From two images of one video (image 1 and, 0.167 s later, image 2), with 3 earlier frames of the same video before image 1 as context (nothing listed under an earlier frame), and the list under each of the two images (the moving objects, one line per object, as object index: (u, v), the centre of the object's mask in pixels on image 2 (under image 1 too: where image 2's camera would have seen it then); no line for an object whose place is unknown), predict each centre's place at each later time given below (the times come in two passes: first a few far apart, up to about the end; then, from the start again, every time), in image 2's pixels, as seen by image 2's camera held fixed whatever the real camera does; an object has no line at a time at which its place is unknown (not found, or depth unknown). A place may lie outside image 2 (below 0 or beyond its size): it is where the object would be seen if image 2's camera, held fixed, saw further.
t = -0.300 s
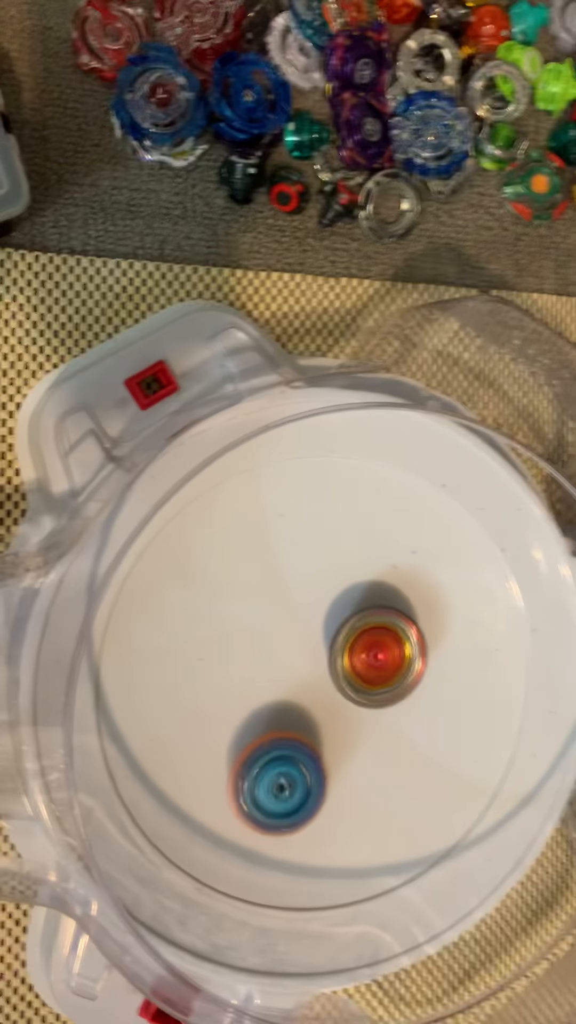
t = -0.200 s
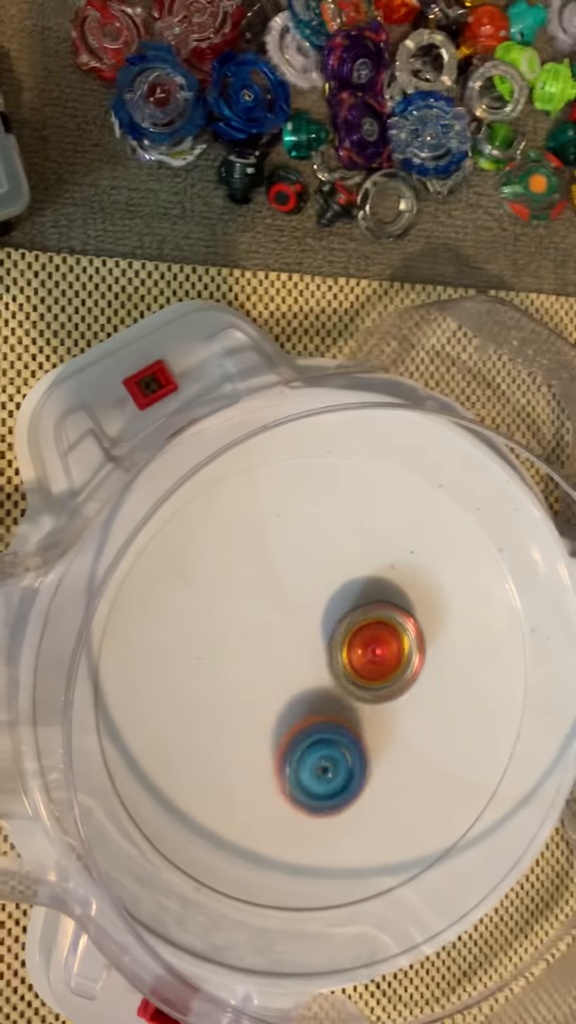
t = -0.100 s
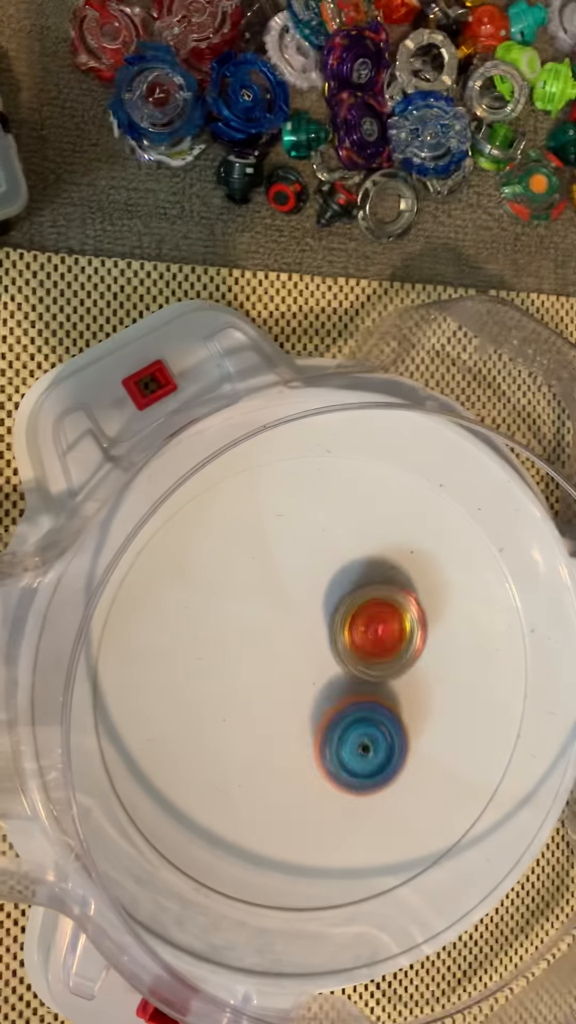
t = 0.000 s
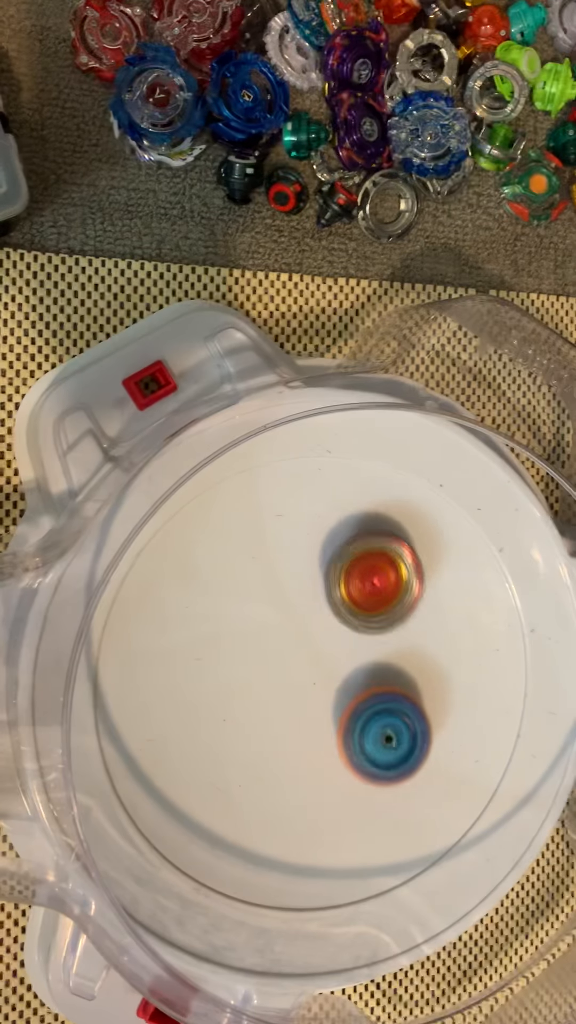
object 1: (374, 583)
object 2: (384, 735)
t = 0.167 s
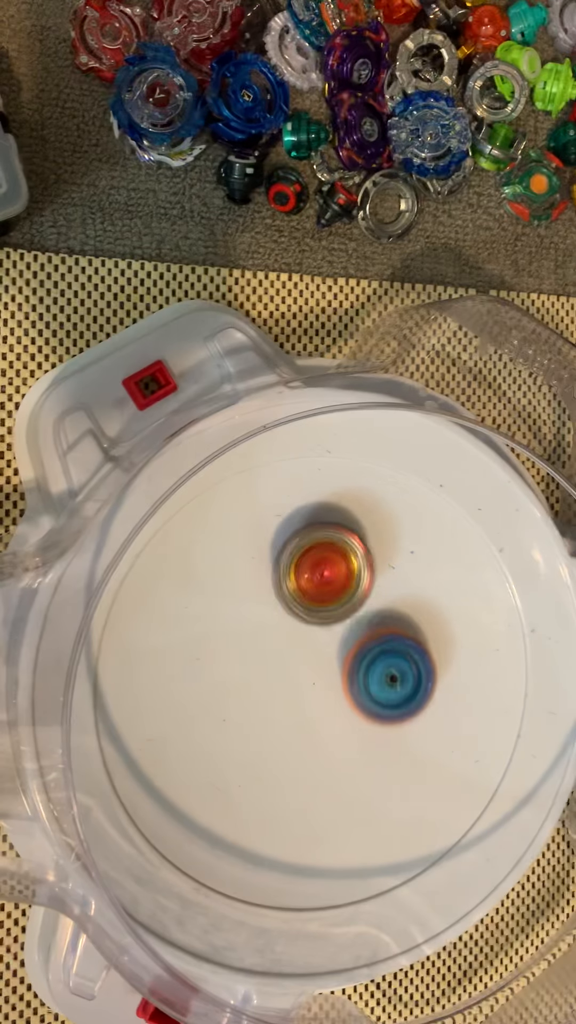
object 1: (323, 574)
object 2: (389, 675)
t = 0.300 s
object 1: (271, 623)
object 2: (369, 663)
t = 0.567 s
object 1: (249, 739)
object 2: (362, 698)
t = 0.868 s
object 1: (305, 746)
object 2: (385, 680)
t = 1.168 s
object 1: (282, 748)
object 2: (383, 662)
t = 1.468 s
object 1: (259, 787)
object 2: (380, 663)
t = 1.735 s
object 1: (285, 753)
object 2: (362, 658)
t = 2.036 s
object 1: (267, 764)
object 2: (354, 647)
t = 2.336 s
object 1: (276, 747)
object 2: (345, 649)
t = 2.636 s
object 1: (250, 728)
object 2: (355, 664)
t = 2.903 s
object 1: (251, 731)
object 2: (360, 672)
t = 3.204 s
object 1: (247, 695)
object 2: (380, 673)
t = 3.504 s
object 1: (258, 714)
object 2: (380, 676)
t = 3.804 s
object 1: (253, 696)
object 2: (365, 681)
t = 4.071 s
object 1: (262, 676)
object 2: (354, 701)
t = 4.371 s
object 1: (278, 680)
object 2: (362, 725)
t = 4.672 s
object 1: (278, 644)
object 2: (367, 723)
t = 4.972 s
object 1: (277, 632)
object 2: (362, 718)
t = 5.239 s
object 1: (265, 606)
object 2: (361, 727)
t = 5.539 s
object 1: (287, 627)
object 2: (364, 724)
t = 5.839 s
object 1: (285, 644)
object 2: (368, 711)
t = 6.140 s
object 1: (315, 601)
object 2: (369, 704)
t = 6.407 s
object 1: (322, 621)
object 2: (361, 708)
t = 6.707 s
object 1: (316, 629)
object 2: (344, 725)
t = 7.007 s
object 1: (291, 619)
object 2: (333, 731)
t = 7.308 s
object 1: (322, 611)
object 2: (326, 721)
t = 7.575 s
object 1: (349, 601)
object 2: (317, 739)
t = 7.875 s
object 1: (329, 608)
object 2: (328, 736)
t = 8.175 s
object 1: (361, 616)
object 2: (348, 720)
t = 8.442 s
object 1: (404, 626)
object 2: (345, 727)
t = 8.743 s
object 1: (381, 633)
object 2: (330, 723)
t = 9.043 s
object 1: (377, 616)
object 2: (313, 713)
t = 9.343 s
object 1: (382, 625)
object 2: (287, 736)
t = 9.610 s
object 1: (348, 647)
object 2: (298, 742)
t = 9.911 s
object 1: (376, 658)
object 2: (286, 745)
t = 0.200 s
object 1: (313, 584)
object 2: (382, 665)
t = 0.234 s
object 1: (302, 597)
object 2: (374, 659)
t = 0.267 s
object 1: (288, 612)
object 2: (372, 658)
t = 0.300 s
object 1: (271, 623)
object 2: (369, 663)
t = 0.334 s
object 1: (256, 637)
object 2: (367, 668)
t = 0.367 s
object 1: (245, 654)
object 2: (362, 671)
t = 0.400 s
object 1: (238, 671)
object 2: (357, 676)
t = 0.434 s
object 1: (236, 688)
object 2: (352, 680)
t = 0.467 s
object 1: (240, 704)
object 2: (349, 685)
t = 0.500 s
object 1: (246, 718)
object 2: (345, 691)
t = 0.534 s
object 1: (256, 728)
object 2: (347, 694)
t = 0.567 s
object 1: (249, 739)
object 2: (362, 698)
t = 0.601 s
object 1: (242, 747)
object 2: (378, 699)
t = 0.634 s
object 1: (238, 752)
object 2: (389, 701)
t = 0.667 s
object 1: (241, 757)
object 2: (398, 702)
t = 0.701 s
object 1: (247, 761)
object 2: (401, 702)
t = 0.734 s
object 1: (255, 760)
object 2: (403, 698)
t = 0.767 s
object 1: (268, 759)
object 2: (399, 692)
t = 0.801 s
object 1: (285, 755)
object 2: (395, 687)
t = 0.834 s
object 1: (300, 750)
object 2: (386, 684)
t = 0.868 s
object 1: (305, 746)
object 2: (385, 680)
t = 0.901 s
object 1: (301, 744)
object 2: (388, 674)
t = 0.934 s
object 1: (301, 740)
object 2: (391, 667)
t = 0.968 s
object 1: (302, 737)
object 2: (390, 664)
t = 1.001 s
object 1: (304, 734)
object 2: (386, 664)
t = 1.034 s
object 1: (304, 734)
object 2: (387, 662)
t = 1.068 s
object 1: (296, 737)
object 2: (390, 659)
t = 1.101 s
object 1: (290, 741)
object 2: (391, 658)
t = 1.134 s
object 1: (286, 744)
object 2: (389, 659)
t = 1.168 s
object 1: (282, 748)
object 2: (383, 662)
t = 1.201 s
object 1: (283, 751)
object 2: (378, 667)
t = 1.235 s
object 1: (283, 754)
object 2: (367, 671)
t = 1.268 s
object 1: (285, 758)
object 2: (357, 677)
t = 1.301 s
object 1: (282, 764)
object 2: (358, 678)
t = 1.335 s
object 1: (272, 773)
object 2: (363, 676)
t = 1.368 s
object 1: (265, 779)
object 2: (372, 671)
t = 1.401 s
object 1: (260, 785)
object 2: (375, 668)
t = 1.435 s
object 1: (258, 787)
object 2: (378, 666)
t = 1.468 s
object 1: (259, 787)
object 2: (380, 663)
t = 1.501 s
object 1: (261, 786)
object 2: (377, 663)
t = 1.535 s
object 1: (266, 783)
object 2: (375, 662)
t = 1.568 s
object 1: (274, 779)
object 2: (374, 661)
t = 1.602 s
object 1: (281, 774)
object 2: (369, 662)
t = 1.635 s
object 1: (286, 770)
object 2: (364, 663)
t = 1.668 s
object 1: (292, 762)
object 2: (359, 663)
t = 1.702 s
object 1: (296, 752)
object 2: (356, 665)
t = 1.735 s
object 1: (285, 753)
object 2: (362, 658)
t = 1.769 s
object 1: (274, 754)
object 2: (369, 650)
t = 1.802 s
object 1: (264, 756)
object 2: (373, 643)
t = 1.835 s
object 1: (257, 758)
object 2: (373, 640)
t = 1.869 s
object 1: (254, 760)
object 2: (373, 638)
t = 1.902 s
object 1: (251, 762)
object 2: (369, 638)
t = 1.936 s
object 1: (252, 763)
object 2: (367, 639)
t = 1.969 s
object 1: (255, 763)
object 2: (364, 641)
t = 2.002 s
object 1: (260, 764)
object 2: (359, 643)
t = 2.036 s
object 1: (267, 764)
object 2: (354, 647)
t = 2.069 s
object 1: (274, 763)
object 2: (349, 651)
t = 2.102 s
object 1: (281, 762)
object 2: (344, 653)
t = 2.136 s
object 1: (288, 758)
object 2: (340, 658)
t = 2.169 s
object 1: (290, 756)
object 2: (339, 656)
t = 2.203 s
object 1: (288, 759)
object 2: (341, 654)
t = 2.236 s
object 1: (285, 759)
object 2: (342, 650)
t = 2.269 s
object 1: (282, 757)
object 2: (344, 648)
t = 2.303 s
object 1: (279, 753)
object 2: (345, 648)
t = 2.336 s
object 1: (276, 747)
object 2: (345, 649)
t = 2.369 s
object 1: (273, 741)
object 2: (344, 651)
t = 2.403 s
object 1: (270, 734)
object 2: (343, 654)
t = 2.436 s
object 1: (268, 728)
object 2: (343, 656)
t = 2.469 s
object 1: (262, 726)
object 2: (348, 656)
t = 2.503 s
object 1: (256, 725)
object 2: (353, 655)
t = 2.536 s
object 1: (253, 724)
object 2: (355, 656)
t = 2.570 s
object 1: (250, 725)
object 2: (356, 658)
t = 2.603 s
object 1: (249, 726)
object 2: (357, 661)
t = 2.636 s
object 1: (250, 728)
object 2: (355, 664)
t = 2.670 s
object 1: (252, 729)
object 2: (354, 665)
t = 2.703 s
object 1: (255, 730)
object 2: (352, 668)
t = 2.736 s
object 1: (258, 731)
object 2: (351, 669)
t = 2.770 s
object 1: (261, 730)
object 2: (348, 672)
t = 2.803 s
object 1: (263, 729)
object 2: (347, 673)
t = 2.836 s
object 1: (258, 730)
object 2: (352, 672)
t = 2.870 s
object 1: (254, 731)
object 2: (358, 671)
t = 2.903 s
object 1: (251, 731)
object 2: (360, 672)
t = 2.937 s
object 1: (251, 731)
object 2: (363, 670)
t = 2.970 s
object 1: (252, 729)
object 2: (365, 670)
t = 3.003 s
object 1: (254, 727)
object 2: (365, 670)
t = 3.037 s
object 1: (256, 724)
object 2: (365, 670)
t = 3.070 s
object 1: (260, 720)
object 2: (363, 669)
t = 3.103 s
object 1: (263, 715)
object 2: (361, 669)
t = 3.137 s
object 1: (266, 709)
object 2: (359, 670)
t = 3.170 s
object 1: (260, 702)
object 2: (365, 670)
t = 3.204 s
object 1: (247, 695)
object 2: (380, 673)
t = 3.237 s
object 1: (237, 690)
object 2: (387, 675)
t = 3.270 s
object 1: (231, 687)
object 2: (394, 676)
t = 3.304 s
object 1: (229, 687)
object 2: (397, 677)
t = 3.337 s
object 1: (230, 689)
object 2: (397, 677)
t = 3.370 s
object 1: (234, 693)
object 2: (397, 677)
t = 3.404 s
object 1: (239, 699)
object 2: (393, 677)
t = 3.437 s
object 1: (245, 705)
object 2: (389, 676)
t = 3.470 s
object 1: (252, 711)
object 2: (386, 676)
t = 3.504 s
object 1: (258, 714)
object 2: (380, 676)
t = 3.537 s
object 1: (264, 717)
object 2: (375, 675)
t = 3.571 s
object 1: (270, 717)
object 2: (369, 675)
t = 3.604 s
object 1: (275, 715)
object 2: (364, 674)
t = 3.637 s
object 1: (270, 713)
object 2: (369, 672)
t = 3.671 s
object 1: (263, 711)
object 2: (372, 675)
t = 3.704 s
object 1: (258, 707)
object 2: (372, 676)
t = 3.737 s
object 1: (255, 703)
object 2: (371, 677)
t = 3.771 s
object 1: (253, 699)
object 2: (369, 679)
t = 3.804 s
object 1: (253, 696)
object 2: (365, 681)
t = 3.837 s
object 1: (255, 693)
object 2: (362, 683)
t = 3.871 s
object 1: (257, 690)
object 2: (360, 685)
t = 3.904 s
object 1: (260, 688)
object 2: (357, 686)
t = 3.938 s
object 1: (259, 684)
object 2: (357, 689)
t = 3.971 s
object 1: (258, 681)
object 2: (360, 693)
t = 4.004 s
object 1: (257, 678)
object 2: (358, 696)
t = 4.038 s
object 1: (259, 676)
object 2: (355, 699)
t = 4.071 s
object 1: (262, 676)
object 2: (354, 701)
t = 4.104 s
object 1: (258, 671)
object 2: (360, 708)
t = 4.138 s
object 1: (253, 667)
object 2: (364, 715)
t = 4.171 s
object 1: (253, 664)
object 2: (365, 718)
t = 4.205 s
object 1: (254, 664)
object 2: (365, 720)
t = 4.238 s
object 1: (257, 666)
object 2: (364, 721)
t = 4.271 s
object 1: (262, 669)
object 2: (364, 723)
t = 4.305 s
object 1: (267, 671)
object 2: (363, 724)
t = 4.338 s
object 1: (273, 676)
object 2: (362, 724)
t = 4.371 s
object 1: (278, 680)
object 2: (362, 725)
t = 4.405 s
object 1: (275, 678)
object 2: (367, 730)
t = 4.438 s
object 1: (273, 674)
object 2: (371, 733)
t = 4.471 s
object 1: (273, 667)
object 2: (372, 733)
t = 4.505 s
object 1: (273, 660)
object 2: (373, 732)
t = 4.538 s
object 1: (274, 652)
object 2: (373, 731)
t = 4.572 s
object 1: (274, 647)
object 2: (372, 730)
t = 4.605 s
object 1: (275, 644)
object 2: (370, 728)
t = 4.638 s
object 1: (276, 643)
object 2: (369, 726)
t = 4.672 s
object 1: (278, 644)
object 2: (367, 723)
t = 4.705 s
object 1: (281, 645)
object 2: (366, 721)
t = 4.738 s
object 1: (283, 647)
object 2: (364, 719)
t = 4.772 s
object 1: (284, 650)
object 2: (361, 716)
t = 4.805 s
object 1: (286, 652)
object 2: (358, 714)
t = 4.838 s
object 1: (285, 647)
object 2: (360, 714)
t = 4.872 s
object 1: (283, 641)
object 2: (364, 719)
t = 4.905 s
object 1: (281, 635)
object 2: (365, 720)
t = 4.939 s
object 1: (279, 633)
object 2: (364, 720)
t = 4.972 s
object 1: (277, 632)
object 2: (362, 718)
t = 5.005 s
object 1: (277, 633)
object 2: (360, 715)
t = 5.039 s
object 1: (277, 635)
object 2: (358, 713)
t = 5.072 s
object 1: (277, 637)
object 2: (356, 709)
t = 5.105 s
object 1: (278, 641)
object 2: (352, 705)
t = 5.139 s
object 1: (278, 641)
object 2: (351, 702)
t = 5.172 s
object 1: (274, 627)
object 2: (355, 711)
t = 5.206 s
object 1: (268, 614)
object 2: (359, 721)
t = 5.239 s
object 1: (265, 606)
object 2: (361, 727)
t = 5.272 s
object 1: (265, 602)
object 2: (362, 728)
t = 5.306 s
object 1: (268, 599)
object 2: (362, 726)
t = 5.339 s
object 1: (272, 602)
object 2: (360, 723)
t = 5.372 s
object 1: (276, 608)
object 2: (359, 719)
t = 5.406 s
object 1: (282, 614)
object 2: (357, 715)
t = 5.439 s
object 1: (286, 624)
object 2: (356, 710)
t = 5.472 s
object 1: (291, 634)
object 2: (354, 706)
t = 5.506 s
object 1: (289, 630)
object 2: (360, 715)
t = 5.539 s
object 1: (287, 627)
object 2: (364, 724)
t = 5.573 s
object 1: (285, 626)
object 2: (366, 729)
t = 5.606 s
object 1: (284, 625)
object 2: (367, 728)
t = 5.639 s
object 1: (283, 628)
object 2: (368, 727)
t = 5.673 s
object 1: (283, 631)
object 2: (368, 725)
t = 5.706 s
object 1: (283, 634)
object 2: (369, 722)
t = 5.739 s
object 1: (283, 638)
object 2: (369, 720)
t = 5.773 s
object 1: (283, 641)
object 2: (369, 717)
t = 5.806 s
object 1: (283, 643)
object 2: (369, 714)
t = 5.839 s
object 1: (285, 644)
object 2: (368, 711)
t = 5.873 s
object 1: (289, 644)
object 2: (367, 707)
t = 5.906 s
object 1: (294, 642)
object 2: (366, 704)
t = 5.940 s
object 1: (298, 632)
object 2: (370, 707)
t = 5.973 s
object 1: (299, 622)
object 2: (372, 712)
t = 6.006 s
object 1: (303, 612)
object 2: (373, 713)
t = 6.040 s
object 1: (305, 605)
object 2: (373, 712)
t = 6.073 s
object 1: (308, 601)
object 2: (372, 710)
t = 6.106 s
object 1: (312, 599)
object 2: (370, 707)
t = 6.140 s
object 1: (315, 601)
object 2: (369, 704)
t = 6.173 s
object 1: (319, 604)
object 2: (367, 701)
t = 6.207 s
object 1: (321, 611)
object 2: (365, 698)
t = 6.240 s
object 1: (323, 611)
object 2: (365, 701)
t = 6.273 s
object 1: (322, 609)
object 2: (366, 707)
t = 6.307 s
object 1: (322, 609)
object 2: (367, 709)
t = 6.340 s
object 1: (322, 611)
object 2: (365, 709)
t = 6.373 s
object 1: (321, 617)
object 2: (363, 709)
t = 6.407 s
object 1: (322, 621)
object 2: (361, 708)
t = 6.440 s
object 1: (322, 611)
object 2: (359, 720)
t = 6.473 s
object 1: (322, 603)
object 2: (357, 731)
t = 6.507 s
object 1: (323, 599)
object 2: (355, 735)
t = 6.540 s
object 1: (323, 598)
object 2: (352, 737)
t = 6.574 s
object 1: (322, 600)
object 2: (351, 736)
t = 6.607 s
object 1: (322, 605)
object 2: (349, 733)
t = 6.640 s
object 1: (320, 612)
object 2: (348, 730)
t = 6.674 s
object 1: (318, 621)
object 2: (346, 728)
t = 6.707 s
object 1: (316, 629)
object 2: (344, 725)
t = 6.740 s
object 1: (311, 632)
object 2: (343, 728)
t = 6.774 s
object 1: (308, 631)
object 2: (343, 730)
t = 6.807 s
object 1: (302, 632)
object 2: (340, 730)
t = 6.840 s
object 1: (299, 633)
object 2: (338, 729)
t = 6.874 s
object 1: (295, 634)
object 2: (336, 727)
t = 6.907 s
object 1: (293, 635)
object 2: (336, 724)
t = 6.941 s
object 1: (290, 628)
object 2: (335, 727)
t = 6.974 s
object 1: (291, 622)
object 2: (335, 730)
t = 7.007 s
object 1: (291, 619)
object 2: (333, 731)
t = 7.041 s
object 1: (293, 617)
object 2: (333, 728)
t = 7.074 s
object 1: (295, 617)
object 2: (332, 724)
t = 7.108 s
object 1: (297, 619)
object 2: (331, 721)
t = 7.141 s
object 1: (301, 621)
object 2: (330, 718)
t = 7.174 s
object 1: (304, 622)
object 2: (330, 718)
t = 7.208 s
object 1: (309, 615)
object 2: (328, 724)
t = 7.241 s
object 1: (315, 610)
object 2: (327, 727)
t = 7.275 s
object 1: (319, 609)
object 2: (327, 724)
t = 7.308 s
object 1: (322, 611)
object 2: (326, 721)
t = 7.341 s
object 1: (326, 613)
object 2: (326, 718)
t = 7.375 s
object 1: (329, 616)
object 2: (327, 716)
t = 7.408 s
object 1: (336, 606)
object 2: (322, 728)
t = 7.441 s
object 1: (342, 599)
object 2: (318, 739)
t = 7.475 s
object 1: (345, 595)
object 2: (314, 743)
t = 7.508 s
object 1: (349, 594)
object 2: (314, 745)
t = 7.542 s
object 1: (350, 596)
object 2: (316, 742)
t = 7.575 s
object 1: (349, 601)
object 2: (317, 739)
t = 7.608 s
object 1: (347, 606)
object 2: (318, 736)
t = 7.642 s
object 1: (343, 612)
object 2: (320, 734)
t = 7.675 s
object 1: (338, 619)
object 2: (322, 731)
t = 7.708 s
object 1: (332, 625)
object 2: (324, 727)
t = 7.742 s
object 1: (331, 623)
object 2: (324, 732)
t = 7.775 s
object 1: (329, 620)
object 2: (323, 738)
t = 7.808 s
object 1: (328, 616)
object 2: (324, 738)
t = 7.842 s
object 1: (328, 612)
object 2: (326, 736)
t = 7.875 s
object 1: (329, 608)
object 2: (328, 736)
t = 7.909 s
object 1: (329, 606)
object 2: (331, 735)
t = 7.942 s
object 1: (330, 604)
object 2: (333, 732)
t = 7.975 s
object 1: (332, 602)
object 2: (334, 731)
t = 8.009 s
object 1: (335, 602)
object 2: (337, 730)
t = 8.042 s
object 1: (339, 604)
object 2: (340, 728)
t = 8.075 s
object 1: (343, 605)
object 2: (342, 726)
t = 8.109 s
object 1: (349, 607)
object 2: (343, 725)
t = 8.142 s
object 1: (355, 610)
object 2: (346, 722)
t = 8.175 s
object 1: (361, 616)
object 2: (348, 720)
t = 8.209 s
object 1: (368, 618)
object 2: (348, 720)
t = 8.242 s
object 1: (376, 618)
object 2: (348, 723)
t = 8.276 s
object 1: (383, 620)
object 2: (348, 722)
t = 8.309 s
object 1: (387, 624)
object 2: (348, 721)
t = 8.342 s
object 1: (391, 628)
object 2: (351, 720)
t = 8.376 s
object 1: (397, 627)
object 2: (348, 724)
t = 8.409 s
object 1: (402, 625)
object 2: (346, 726)
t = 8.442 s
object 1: (404, 626)
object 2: (345, 727)
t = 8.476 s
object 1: (403, 628)
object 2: (346, 726)
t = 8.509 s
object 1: (401, 630)
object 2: (346, 725)
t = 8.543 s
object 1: (397, 634)
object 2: (346, 724)
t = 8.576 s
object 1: (393, 638)
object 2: (344, 724)
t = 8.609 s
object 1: (391, 637)
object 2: (340, 727)
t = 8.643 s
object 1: (390, 633)
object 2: (334, 729)
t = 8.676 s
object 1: (387, 632)
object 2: (332, 727)
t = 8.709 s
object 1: (384, 632)
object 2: (332, 723)
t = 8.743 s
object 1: (381, 633)
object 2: (330, 723)
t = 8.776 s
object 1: (378, 632)
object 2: (328, 723)
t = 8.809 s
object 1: (375, 632)
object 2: (326, 720)
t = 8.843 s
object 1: (373, 630)
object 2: (323, 721)
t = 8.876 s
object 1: (371, 629)
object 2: (323, 717)
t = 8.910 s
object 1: (375, 623)
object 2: (317, 720)
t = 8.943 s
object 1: (379, 617)
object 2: (313, 720)
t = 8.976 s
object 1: (380, 614)
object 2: (311, 718)
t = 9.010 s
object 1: (379, 614)
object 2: (312, 715)
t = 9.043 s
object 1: (377, 616)
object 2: (313, 713)
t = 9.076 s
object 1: (372, 621)
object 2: (313, 711)
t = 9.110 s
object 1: (370, 623)
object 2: (312, 711)
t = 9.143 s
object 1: (378, 617)
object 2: (299, 723)
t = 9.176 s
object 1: (385, 614)
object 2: (290, 731)
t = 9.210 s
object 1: (389, 613)
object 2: (283, 737)
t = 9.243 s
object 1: (391, 615)
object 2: (281, 738)
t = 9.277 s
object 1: (390, 618)
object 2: (281, 737)
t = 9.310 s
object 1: (387, 622)
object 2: (284, 737)
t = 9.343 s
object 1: (382, 625)
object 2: (287, 736)
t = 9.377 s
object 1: (377, 630)
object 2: (289, 737)
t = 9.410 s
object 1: (371, 633)
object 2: (292, 736)
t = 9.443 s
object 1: (364, 636)
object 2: (294, 737)
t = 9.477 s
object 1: (358, 638)
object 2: (297, 737)
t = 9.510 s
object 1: (352, 641)
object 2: (298, 737)
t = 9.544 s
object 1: (348, 644)
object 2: (301, 737)
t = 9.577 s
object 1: (346, 646)
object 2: (299, 739)
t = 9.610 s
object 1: (348, 647)
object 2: (298, 742)
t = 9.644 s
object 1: (350, 648)
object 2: (295, 743)
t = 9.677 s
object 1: (351, 650)
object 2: (296, 743)
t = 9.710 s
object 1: (352, 653)
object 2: (297, 742)
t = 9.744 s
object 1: (354, 655)
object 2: (297, 745)
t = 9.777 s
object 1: (356, 658)
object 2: (295, 745)
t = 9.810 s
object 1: (360, 659)
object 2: (294, 747)
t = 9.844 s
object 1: (367, 658)
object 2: (288, 750)
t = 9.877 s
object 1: (373, 658)
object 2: (286, 747)
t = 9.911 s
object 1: (376, 658)
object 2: (286, 745)
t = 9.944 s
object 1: (377, 659)
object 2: (287, 742)
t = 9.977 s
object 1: (378, 660)
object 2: (289, 740)
